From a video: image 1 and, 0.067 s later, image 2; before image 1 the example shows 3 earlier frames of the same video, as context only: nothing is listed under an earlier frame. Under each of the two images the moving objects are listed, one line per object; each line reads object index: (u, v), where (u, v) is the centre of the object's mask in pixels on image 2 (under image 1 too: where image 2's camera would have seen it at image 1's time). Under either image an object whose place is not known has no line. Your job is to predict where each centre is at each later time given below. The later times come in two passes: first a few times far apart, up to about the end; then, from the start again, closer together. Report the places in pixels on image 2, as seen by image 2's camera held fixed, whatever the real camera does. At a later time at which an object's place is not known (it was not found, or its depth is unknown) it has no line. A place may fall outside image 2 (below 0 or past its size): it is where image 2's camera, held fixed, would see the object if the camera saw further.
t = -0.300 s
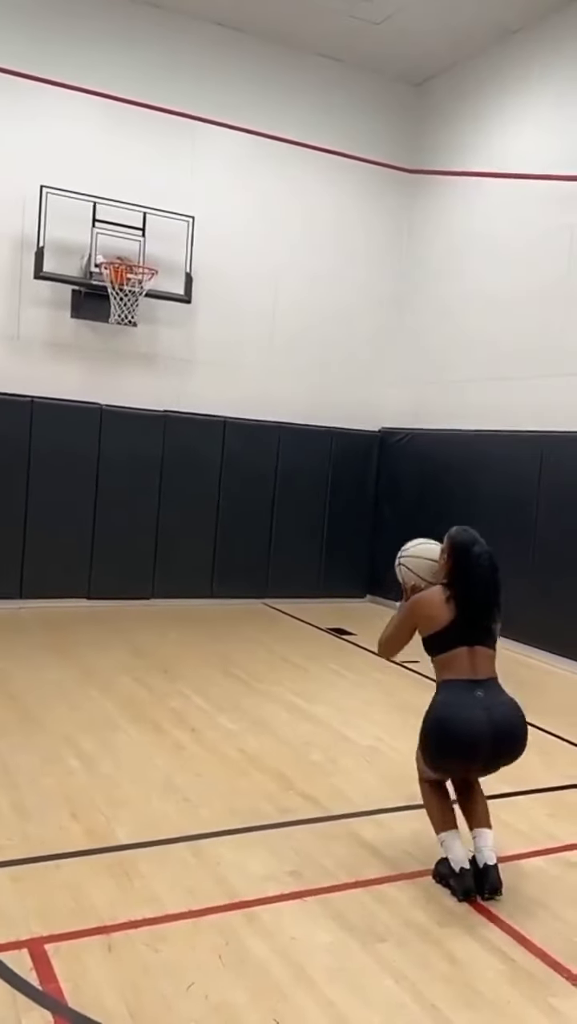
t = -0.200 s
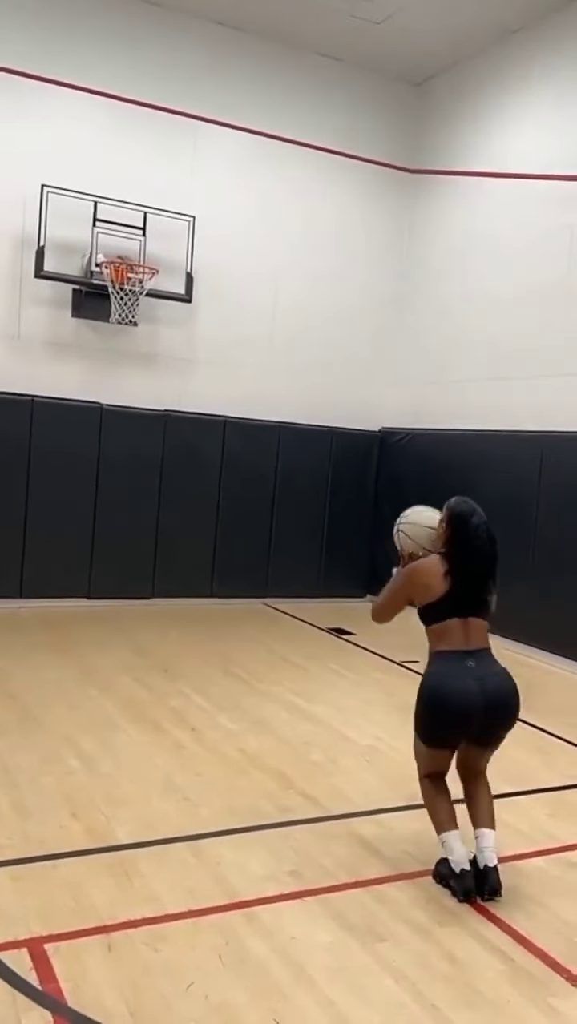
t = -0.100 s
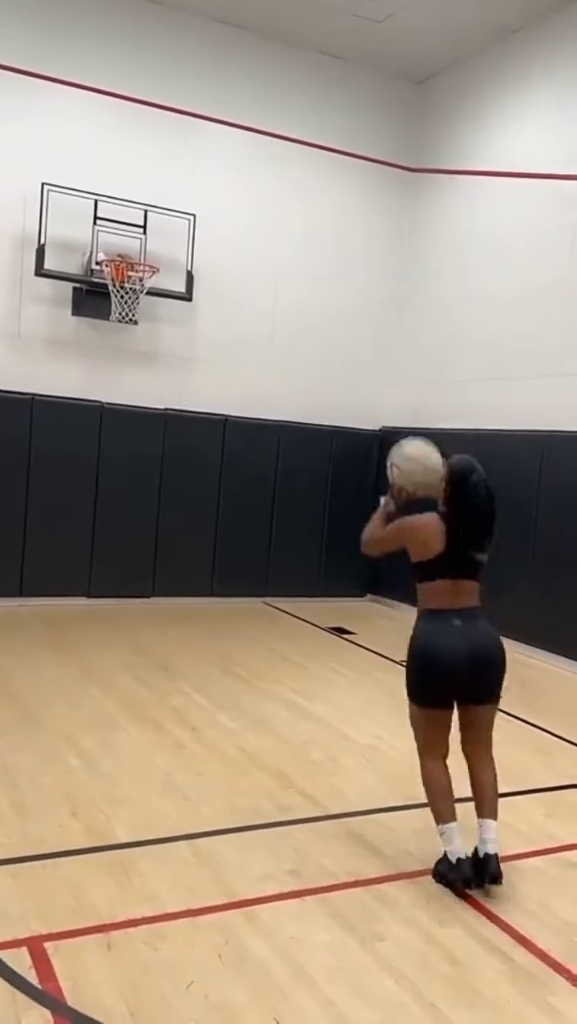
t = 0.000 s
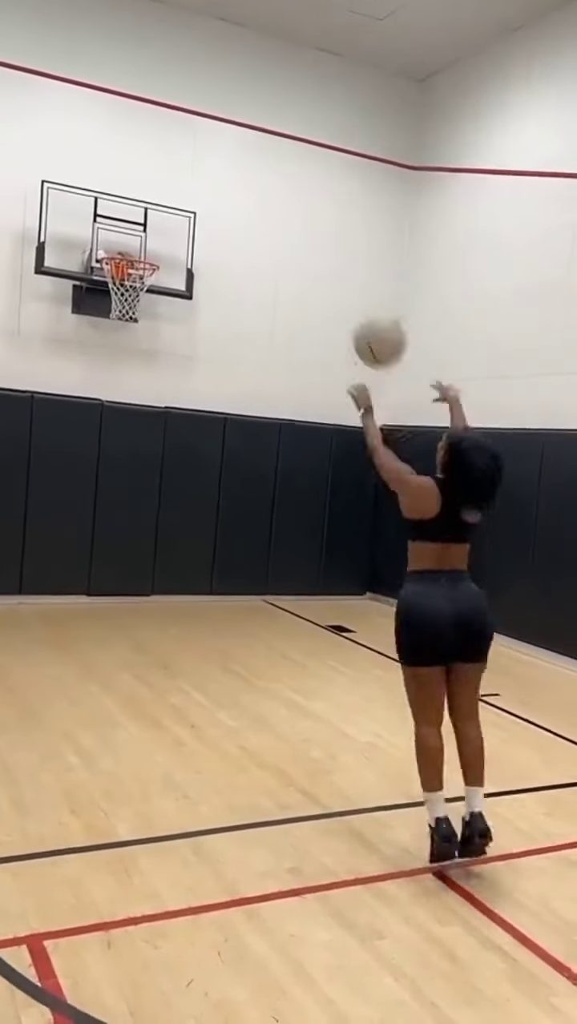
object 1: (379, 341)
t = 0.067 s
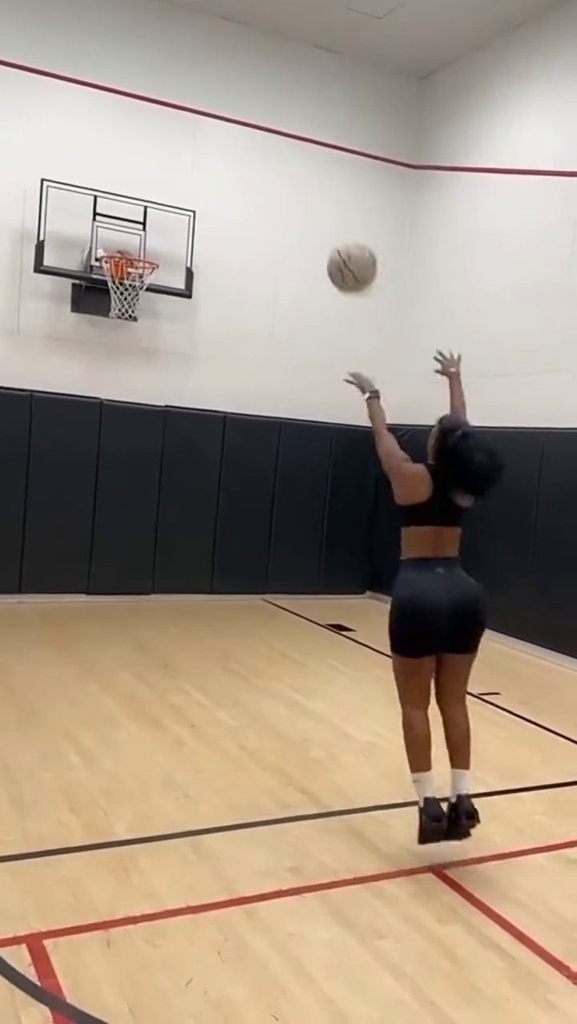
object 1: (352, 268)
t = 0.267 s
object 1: (281, 142)
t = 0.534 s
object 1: (208, 119)
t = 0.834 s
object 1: (145, 208)
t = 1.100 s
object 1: (141, 288)
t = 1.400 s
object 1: (138, 296)
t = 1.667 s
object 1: (127, 396)
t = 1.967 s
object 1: (109, 591)
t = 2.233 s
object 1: (103, 507)
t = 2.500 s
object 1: (94, 469)
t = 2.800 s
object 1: (79, 527)
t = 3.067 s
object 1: (66, 593)
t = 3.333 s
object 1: (63, 544)
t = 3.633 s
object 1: (53, 589)
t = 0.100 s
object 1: (339, 238)
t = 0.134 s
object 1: (326, 212)
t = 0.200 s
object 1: (302, 171)
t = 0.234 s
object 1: (291, 154)
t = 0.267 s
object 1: (281, 142)
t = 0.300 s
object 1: (271, 131)
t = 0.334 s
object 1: (261, 124)
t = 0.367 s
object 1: (252, 118)
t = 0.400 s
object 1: (242, 115)
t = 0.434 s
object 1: (234, 113)
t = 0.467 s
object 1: (225, 114)
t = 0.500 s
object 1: (217, 116)
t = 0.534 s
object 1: (208, 119)
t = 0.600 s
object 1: (193, 131)
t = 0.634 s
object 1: (186, 140)
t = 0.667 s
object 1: (178, 148)
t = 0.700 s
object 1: (171, 158)
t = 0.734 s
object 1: (164, 169)
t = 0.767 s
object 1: (157, 182)
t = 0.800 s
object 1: (151, 194)
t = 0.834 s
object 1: (145, 208)
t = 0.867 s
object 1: (139, 225)
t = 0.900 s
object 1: (133, 241)
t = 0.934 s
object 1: (125, 251)
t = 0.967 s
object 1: (128, 268)
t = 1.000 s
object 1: (131, 277)
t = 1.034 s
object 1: (138, 292)
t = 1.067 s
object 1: (138, 292)
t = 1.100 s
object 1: (141, 288)
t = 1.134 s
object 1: (142, 284)
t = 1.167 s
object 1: (144, 283)
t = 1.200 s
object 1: (144, 284)
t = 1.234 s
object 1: (143, 281)
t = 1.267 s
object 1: (142, 281)
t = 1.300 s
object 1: (140, 282)
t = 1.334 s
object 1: (138, 285)
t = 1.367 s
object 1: (138, 292)
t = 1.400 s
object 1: (138, 296)
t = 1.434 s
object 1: (137, 305)
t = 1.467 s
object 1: (137, 313)
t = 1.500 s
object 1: (134, 324)
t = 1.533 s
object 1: (134, 336)
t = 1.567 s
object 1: (131, 351)
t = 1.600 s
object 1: (130, 365)
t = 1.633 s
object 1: (129, 379)
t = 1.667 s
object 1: (127, 396)
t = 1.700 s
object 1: (125, 414)
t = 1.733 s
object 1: (124, 431)
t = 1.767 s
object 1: (122, 452)
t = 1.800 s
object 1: (120, 473)
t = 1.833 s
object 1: (118, 496)
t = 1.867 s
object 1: (116, 520)
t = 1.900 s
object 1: (113, 545)
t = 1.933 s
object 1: (110, 572)
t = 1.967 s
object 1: (109, 591)
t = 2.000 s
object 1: (105, 613)
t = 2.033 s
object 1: (107, 587)
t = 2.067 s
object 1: (105, 575)
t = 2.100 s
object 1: (105, 559)
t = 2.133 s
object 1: (105, 544)
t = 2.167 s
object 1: (105, 531)
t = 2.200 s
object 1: (104, 518)
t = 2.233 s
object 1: (103, 507)
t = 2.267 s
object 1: (102, 498)
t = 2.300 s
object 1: (101, 491)
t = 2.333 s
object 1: (100, 484)
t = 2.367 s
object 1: (99, 478)
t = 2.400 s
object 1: (98, 474)
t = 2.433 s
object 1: (96, 471)
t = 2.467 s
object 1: (96, 469)
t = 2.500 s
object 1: (94, 469)
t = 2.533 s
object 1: (92, 470)
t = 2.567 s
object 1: (91, 473)
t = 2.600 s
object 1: (89, 476)
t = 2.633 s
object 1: (87, 482)
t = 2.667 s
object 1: (86, 488)
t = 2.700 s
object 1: (84, 496)
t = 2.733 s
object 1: (83, 505)
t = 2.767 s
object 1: (81, 516)
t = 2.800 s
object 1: (79, 527)
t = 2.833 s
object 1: (76, 540)
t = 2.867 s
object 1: (74, 554)
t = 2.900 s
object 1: (72, 571)
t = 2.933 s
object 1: (70, 586)
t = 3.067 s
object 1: (66, 593)
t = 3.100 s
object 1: (66, 583)
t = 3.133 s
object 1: (65, 574)
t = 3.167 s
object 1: (65, 566)
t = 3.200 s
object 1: (64, 559)
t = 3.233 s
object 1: (64, 553)
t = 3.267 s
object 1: (64, 549)
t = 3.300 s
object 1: (64, 546)
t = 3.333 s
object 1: (63, 544)
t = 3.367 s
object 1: (63, 543)
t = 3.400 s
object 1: (62, 545)
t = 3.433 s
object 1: (61, 547)
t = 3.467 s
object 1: (59, 551)
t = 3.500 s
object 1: (59, 556)
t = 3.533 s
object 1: (58, 563)
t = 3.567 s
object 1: (56, 571)
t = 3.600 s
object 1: (55, 580)
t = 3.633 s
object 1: (53, 589)
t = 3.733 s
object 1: (48, 609)
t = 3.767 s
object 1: (48, 597)
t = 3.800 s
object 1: (47, 592)
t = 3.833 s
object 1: (44, 589)
